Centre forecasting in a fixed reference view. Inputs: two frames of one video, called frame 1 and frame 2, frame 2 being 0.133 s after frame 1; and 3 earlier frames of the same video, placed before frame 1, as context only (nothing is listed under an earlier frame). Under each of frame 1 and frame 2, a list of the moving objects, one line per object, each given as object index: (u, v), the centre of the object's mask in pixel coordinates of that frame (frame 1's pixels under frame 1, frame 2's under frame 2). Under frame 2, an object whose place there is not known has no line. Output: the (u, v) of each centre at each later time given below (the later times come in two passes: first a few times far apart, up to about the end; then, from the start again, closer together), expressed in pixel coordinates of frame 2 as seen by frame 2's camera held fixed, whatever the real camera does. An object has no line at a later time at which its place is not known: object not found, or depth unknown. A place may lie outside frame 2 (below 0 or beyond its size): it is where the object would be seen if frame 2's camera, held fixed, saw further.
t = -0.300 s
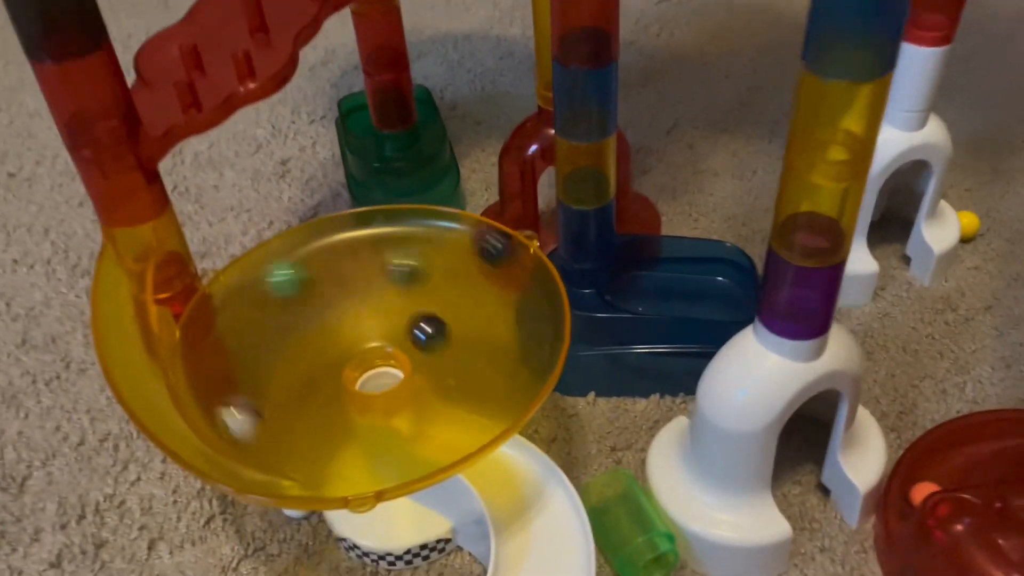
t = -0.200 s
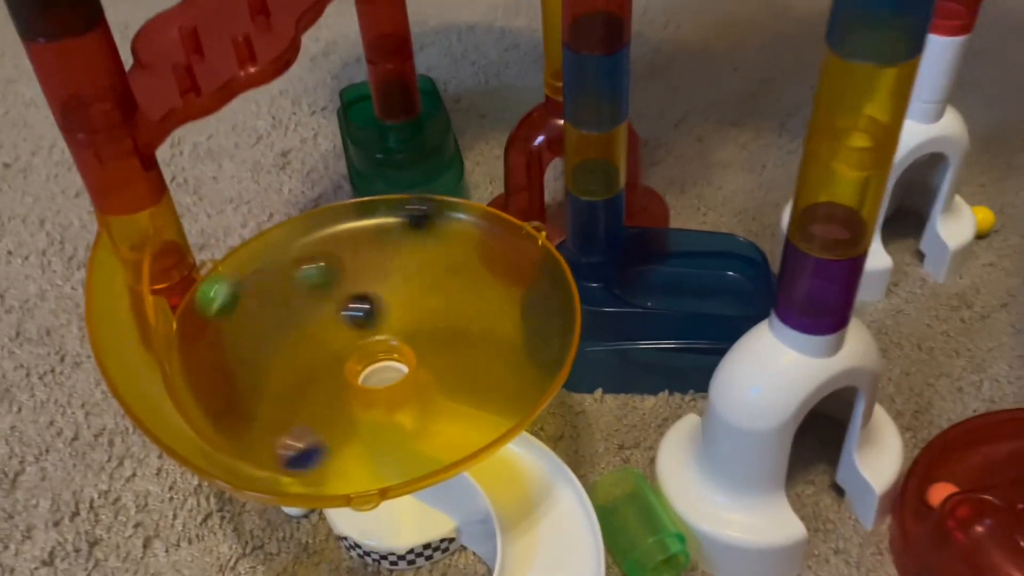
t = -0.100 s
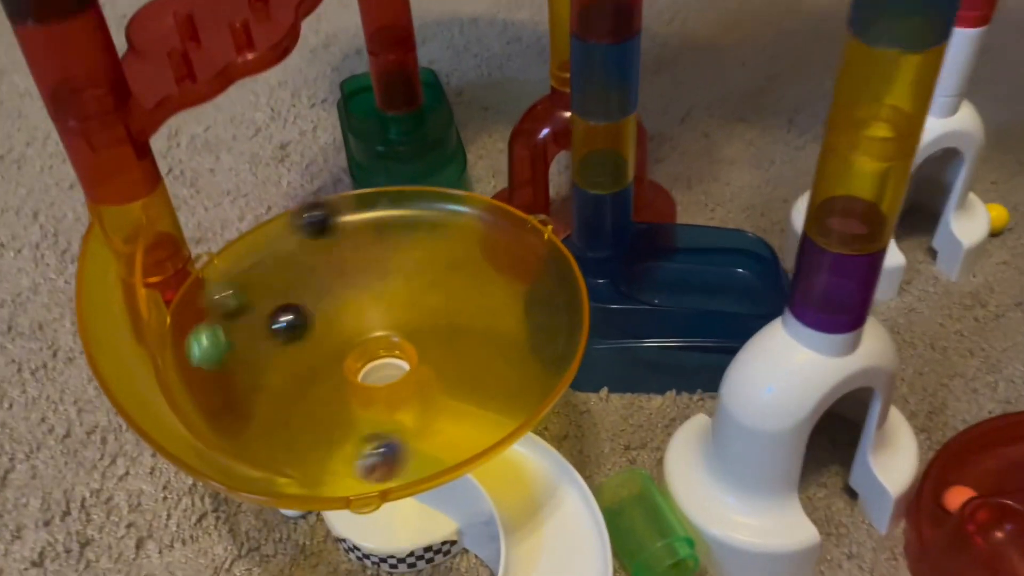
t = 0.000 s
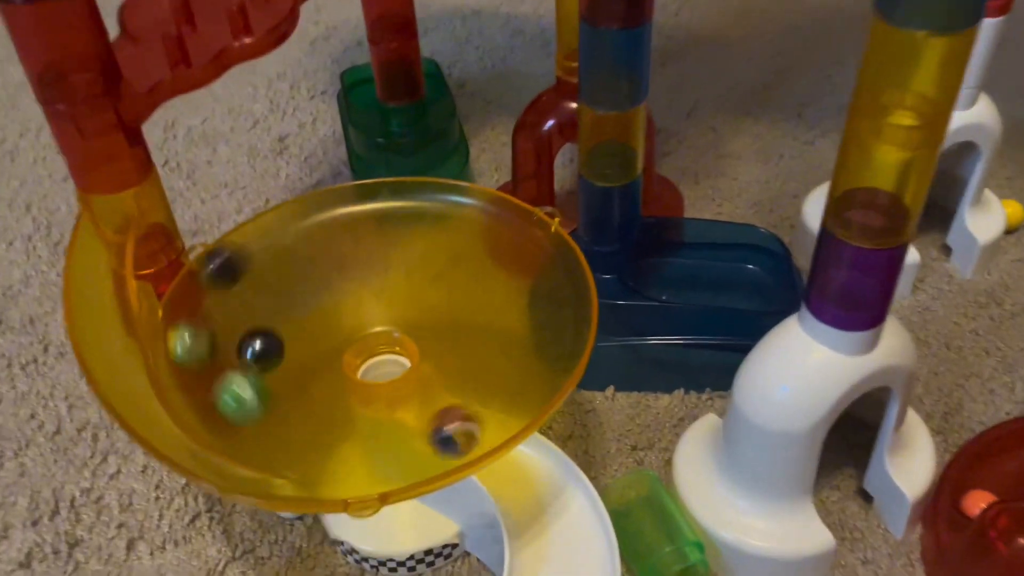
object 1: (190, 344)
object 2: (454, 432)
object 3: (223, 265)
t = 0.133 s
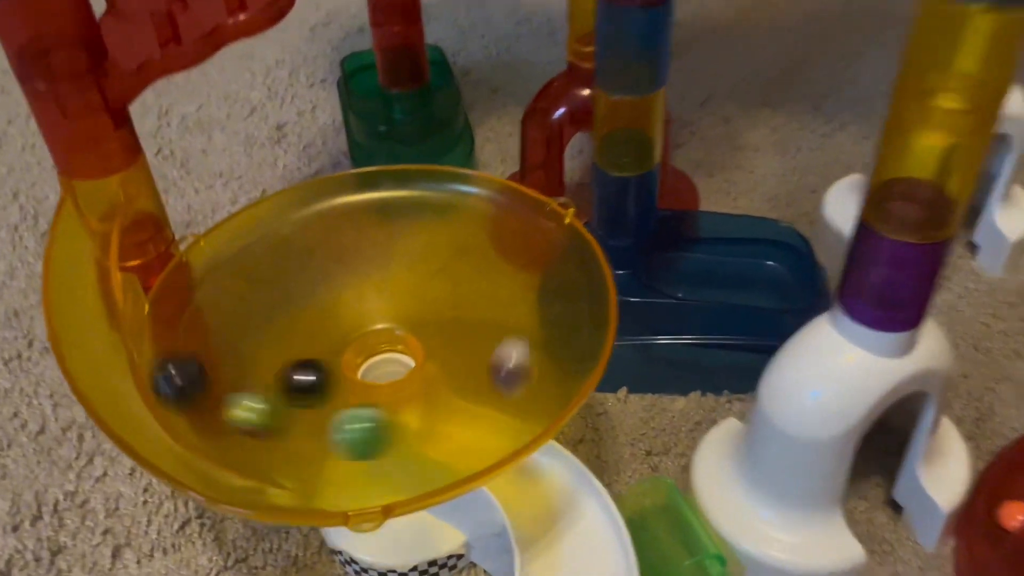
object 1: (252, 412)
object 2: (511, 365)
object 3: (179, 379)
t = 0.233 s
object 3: (271, 450)
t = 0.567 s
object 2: (191, 279)
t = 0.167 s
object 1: (287, 419)
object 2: (515, 347)
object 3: (199, 410)
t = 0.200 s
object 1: (328, 424)
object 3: (228, 433)
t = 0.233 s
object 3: (271, 450)
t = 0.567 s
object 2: (191, 279)
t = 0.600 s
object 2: (190, 296)
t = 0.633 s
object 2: (189, 313)
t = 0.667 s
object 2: (192, 333)
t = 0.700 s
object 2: (204, 350)
